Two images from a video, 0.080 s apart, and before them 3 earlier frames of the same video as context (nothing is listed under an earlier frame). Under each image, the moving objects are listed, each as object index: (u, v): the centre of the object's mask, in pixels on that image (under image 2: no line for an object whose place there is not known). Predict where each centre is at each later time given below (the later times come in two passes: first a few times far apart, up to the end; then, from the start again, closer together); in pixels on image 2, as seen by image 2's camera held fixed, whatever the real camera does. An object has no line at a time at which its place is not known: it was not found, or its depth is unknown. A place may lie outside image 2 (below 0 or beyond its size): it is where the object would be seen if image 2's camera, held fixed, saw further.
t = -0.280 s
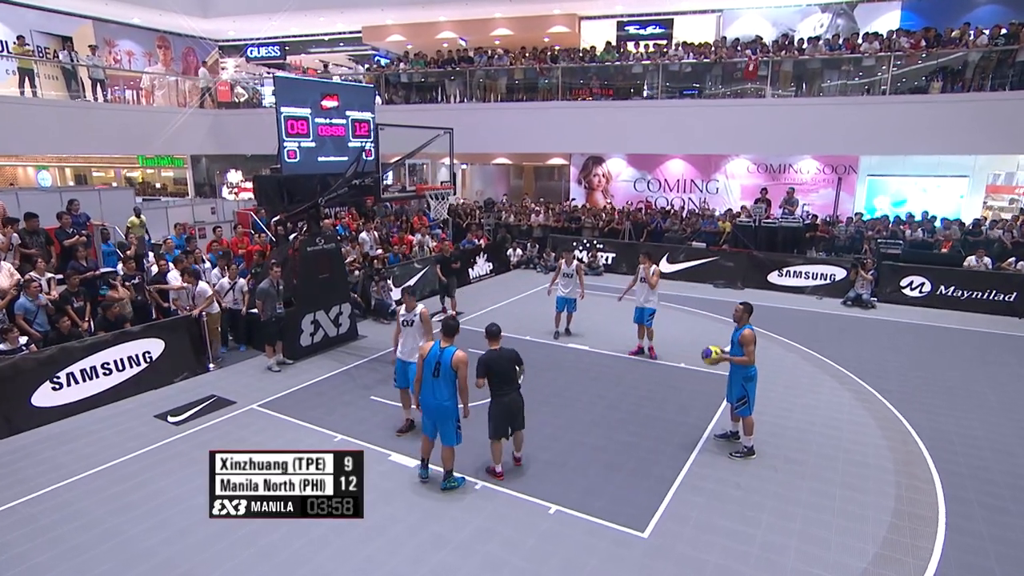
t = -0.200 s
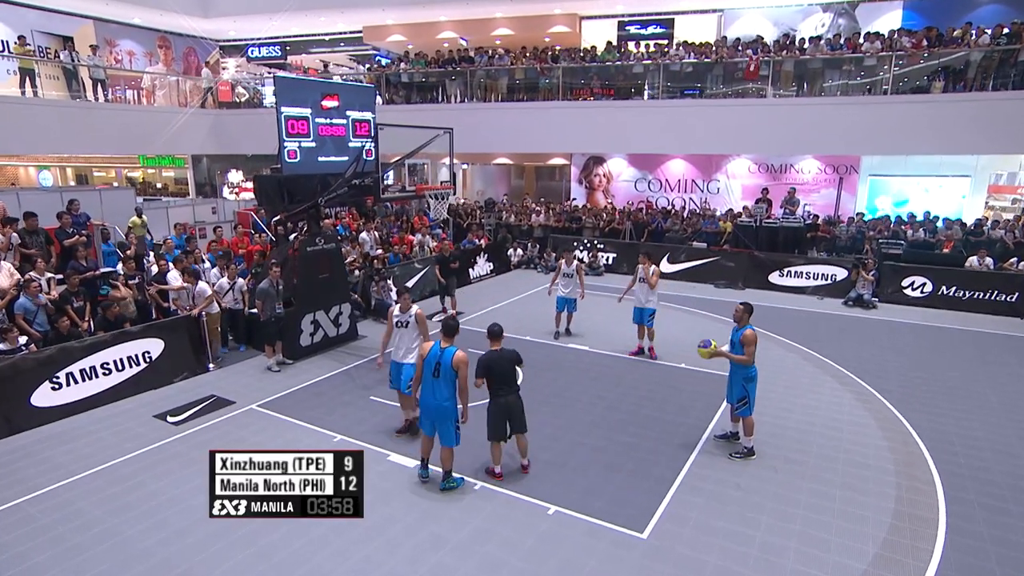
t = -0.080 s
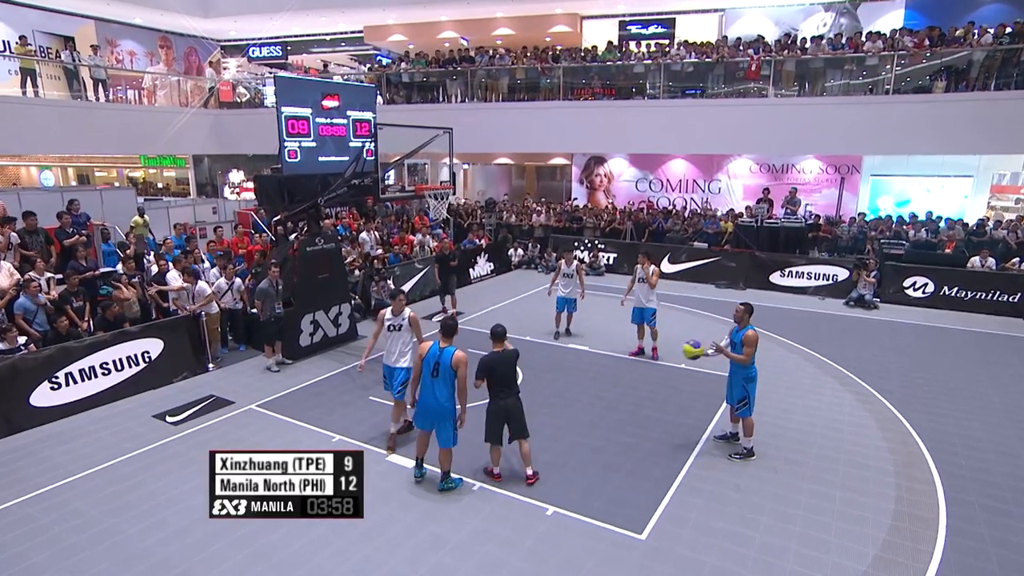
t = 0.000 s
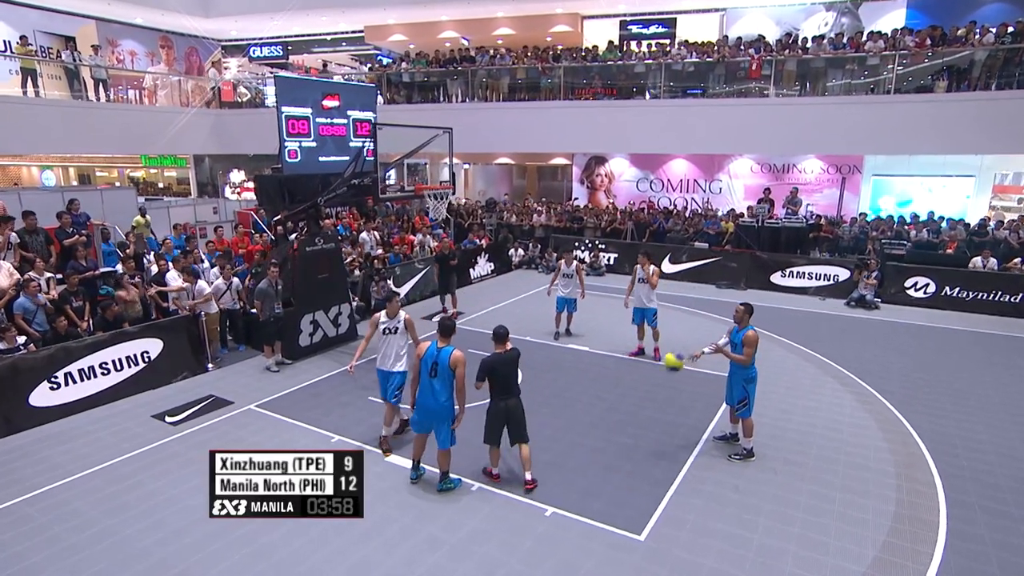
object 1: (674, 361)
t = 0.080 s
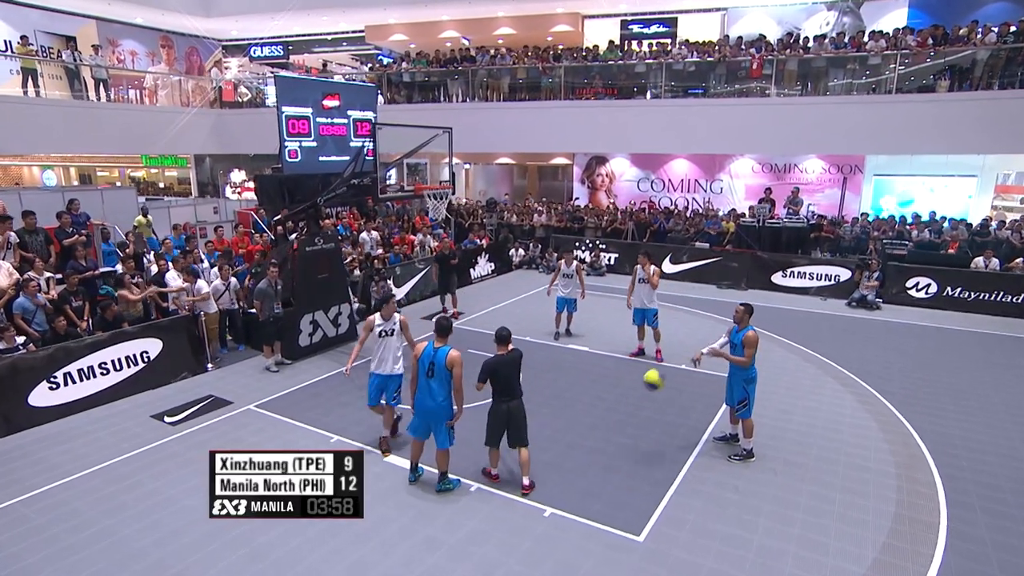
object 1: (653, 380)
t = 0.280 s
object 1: (606, 442)
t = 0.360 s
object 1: (594, 448)
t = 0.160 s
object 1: (638, 397)
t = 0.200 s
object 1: (626, 412)
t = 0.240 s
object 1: (618, 423)
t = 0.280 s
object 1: (606, 442)
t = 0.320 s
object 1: (598, 457)
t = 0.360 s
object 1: (594, 448)
